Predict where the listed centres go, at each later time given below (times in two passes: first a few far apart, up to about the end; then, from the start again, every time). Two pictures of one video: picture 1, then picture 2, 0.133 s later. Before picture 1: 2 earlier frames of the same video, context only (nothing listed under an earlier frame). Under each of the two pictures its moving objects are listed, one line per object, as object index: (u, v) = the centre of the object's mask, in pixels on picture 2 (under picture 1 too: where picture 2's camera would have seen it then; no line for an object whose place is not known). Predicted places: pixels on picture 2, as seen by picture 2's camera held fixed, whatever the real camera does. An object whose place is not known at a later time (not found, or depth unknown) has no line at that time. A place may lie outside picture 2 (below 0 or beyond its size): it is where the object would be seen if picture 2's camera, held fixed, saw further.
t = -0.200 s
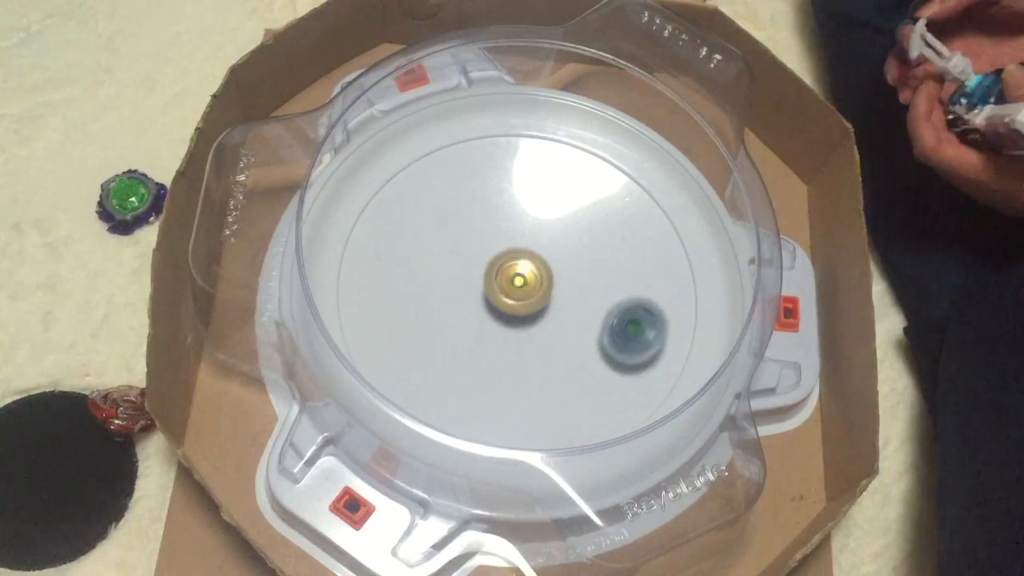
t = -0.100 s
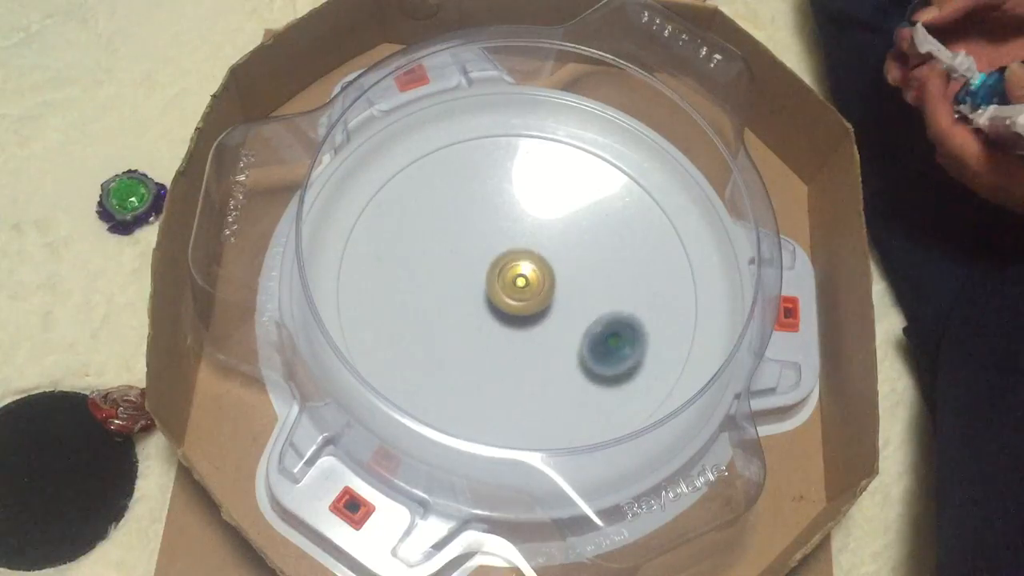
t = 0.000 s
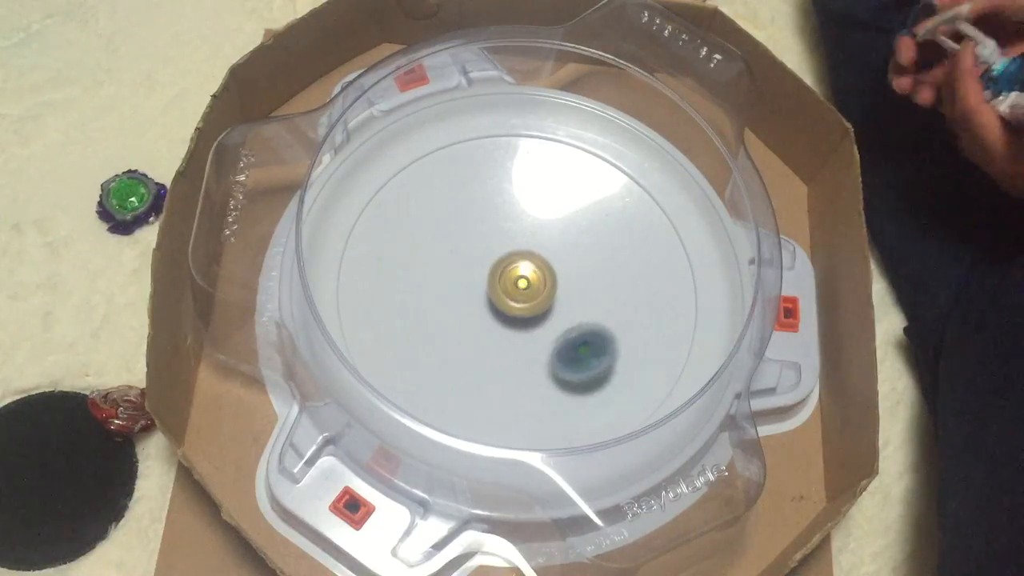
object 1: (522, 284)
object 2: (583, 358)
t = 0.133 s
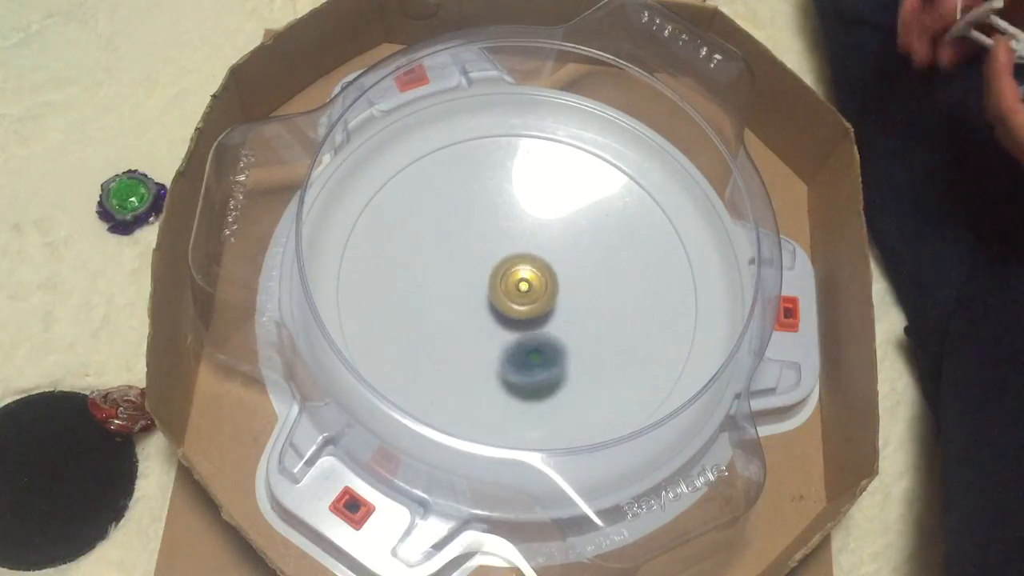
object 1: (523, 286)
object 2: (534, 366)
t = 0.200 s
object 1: (523, 288)
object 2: (507, 367)
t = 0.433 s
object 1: (521, 292)
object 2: (431, 346)
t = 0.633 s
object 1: (518, 293)
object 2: (416, 301)
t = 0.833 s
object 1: (516, 292)
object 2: (439, 248)
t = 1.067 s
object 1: (518, 289)
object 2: (495, 205)
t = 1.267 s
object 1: (520, 289)
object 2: (550, 210)
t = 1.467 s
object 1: (522, 290)
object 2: (596, 250)
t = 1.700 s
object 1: (522, 290)
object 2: (615, 317)
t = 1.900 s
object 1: (522, 290)
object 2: (581, 363)
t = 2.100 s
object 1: (521, 289)
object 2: (519, 379)
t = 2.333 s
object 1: (520, 287)
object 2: (451, 349)
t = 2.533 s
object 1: (521, 287)
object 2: (426, 294)
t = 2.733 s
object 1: (522, 287)
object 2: (442, 240)
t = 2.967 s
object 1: (523, 287)
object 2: (501, 210)
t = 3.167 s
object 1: (521, 289)
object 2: (559, 224)
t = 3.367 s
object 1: (519, 289)
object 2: (601, 268)
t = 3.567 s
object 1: (517, 289)
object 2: (601, 326)
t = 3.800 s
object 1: (517, 288)
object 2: (550, 372)
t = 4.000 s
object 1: (518, 287)
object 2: (487, 367)
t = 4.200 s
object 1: (520, 288)
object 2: (443, 324)
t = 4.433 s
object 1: (522, 289)
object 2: (442, 258)
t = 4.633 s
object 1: (523, 289)
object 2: (483, 221)
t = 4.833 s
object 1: (523, 291)
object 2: (539, 219)
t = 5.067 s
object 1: (522, 290)
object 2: (590, 262)
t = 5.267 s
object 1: (521, 289)
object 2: (592, 319)
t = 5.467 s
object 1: (521, 287)
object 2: (551, 362)
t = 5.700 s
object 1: (521, 286)
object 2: (482, 360)
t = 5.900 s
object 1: (521, 286)
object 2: (445, 317)
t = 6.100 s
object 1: (521, 287)
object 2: (449, 262)
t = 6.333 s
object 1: (521, 288)
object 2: (501, 224)
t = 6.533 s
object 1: (520, 288)
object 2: (557, 234)
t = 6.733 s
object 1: (519, 288)
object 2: (588, 278)
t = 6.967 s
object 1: (519, 287)
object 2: (568, 339)
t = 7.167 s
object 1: (519, 287)
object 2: (515, 361)
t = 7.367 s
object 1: (520, 287)
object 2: (463, 336)
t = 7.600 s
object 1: (520, 289)
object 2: (449, 277)
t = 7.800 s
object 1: (520, 289)
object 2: (483, 237)
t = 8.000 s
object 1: (520, 290)
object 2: (538, 234)
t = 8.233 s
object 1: (510, 295)
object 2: (588, 274)
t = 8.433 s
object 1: (507, 293)
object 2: (578, 323)
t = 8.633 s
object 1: (510, 285)
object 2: (532, 352)
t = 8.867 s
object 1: (525, 281)
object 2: (474, 328)
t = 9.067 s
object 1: (535, 286)
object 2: (466, 276)
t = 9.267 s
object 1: (532, 296)
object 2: (505, 237)
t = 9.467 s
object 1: (520, 298)
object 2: (552, 243)
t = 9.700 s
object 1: (506, 284)
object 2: (575, 295)
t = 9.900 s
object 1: (507, 273)
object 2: (537, 346)
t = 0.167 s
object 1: (523, 287)
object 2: (520, 367)
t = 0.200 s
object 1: (523, 288)
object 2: (507, 367)
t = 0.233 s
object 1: (523, 289)
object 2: (494, 366)
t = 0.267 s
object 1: (523, 289)
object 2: (481, 365)
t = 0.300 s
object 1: (523, 290)
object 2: (469, 363)
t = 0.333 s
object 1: (522, 291)
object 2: (458, 360)
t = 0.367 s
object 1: (522, 291)
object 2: (447, 356)
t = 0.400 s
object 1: (521, 292)
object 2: (439, 351)
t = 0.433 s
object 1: (521, 292)
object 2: (431, 346)
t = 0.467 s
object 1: (521, 292)
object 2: (425, 340)
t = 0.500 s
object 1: (520, 293)
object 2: (421, 333)
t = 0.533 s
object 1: (520, 293)
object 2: (418, 325)
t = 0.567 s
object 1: (519, 293)
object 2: (416, 318)
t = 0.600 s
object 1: (518, 293)
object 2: (416, 309)
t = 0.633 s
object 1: (518, 293)
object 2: (416, 301)
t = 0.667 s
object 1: (518, 293)
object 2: (419, 292)
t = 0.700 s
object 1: (517, 293)
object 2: (421, 283)
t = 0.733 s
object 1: (517, 292)
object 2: (425, 275)
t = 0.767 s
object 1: (517, 292)
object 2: (429, 265)
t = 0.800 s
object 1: (516, 292)
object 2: (434, 257)
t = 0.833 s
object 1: (516, 292)
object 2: (439, 248)
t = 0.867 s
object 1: (516, 291)
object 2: (446, 240)
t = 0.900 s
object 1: (517, 291)
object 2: (453, 232)
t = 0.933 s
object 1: (516, 290)
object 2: (460, 225)
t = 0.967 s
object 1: (517, 290)
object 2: (468, 219)
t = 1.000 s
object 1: (517, 290)
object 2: (477, 213)
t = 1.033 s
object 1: (517, 289)
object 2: (486, 209)
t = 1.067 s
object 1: (518, 289)
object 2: (495, 205)
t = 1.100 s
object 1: (518, 289)
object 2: (504, 203)
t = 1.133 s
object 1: (519, 289)
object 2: (514, 202)
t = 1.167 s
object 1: (519, 289)
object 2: (522, 202)
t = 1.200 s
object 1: (520, 288)
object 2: (532, 203)
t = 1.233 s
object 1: (520, 288)
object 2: (541, 206)
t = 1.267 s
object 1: (520, 289)
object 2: (550, 210)
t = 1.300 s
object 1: (521, 289)
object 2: (559, 215)
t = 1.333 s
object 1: (521, 289)
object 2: (567, 221)
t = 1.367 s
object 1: (522, 289)
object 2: (575, 226)
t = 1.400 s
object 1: (522, 289)
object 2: (583, 234)
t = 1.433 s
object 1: (522, 289)
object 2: (590, 241)
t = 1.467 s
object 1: (522, 290)
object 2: (596, 250)
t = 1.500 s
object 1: (522, 290)
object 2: (602, 260)
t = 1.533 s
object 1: (523, 290)
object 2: (607, 268)
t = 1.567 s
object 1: (523, 290)
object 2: (611, 278)
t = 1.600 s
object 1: (522, 290)
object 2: (614, 288)
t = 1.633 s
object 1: (522, 290)
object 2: (616, 298)
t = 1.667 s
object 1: (523, 290)
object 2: (616, 308)
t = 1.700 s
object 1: (522, 290)
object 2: (615, 317)
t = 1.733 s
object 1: (522, 290)
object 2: (612, 326)
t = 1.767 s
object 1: (522, 290)
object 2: (608, 335)
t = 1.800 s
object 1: (522, 290)
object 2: (603, 343)
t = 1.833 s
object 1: (522, 290)
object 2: (597, 351)
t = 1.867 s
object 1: (522, 290)
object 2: (589, 357)
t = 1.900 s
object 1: (522, 290)
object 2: (581, 363)
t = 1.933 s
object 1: (522, 290)
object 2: (572, 369)
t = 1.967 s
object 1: (522, 289)
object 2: (562, 373)
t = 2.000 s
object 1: (522, 289)
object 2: (551, 376)
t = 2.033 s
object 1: (521, 289)
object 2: (541, 378)
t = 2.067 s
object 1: (521, 289)
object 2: (530, 380)
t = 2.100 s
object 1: (521, 289)
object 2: (519, 379)
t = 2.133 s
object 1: (521, 289)
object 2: (508, 379)
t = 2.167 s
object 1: (520, 288)
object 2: (497, 376)
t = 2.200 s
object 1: (520, 288)
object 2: (486, 373)
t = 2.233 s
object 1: (520, 288)
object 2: (477, 369)
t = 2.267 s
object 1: (520, 288)
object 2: (467, 363)
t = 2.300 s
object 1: (520, 288)
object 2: (459, 356)
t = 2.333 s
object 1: (520, 287)
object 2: (451, 349)
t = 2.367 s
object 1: (520, 287)
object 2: (445, 341)
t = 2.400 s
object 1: (521, 287)
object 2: (439, 332)
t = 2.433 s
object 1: (520, 287)
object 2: (434, 323)
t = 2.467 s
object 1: (520, 287)
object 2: (430, 314)
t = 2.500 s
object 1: (520, 287)
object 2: (428, 304)
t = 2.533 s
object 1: (521, 287)
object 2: (426, 294)
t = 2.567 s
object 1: (521, 287)
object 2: (426, 284)
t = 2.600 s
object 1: (521, 287)
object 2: (428, 275)
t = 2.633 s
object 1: (521, 287)
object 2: (429, 265)
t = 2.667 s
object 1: (522, 287)
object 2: (433, 257)
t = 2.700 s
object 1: (522, 287)
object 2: (437, 248)
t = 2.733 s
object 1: (522, 287)
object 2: (442, 240)
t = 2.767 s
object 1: (522, 287)
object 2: (448, 233)
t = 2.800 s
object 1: (522, 287)
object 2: (455, 227)
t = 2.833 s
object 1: (522, 287)
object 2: (463, 221)
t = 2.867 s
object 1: (522, 287)
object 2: (472, 217)
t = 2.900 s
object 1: (522, 287)
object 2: (481, 214)
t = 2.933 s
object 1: (522, 287)
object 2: (491, 211)
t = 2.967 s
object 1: (523, 287)
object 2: (501, 210)
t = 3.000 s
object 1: (522, 287)
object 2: (511, 210)
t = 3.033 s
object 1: (522, 288)
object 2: (521, 211)
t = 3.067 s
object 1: (522, 288)
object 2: (531, 213)
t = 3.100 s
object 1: (522, 288)
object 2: (540, 216)
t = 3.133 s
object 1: (522, 289)
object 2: (550, 220)
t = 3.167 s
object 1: (521, 289)
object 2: (559, 224)
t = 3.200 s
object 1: (521, 289)
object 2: (569, 230)
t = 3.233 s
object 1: (520, 289)
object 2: (576, 236)
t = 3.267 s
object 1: (520, 289)
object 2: (584, 243)
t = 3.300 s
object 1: (520, 289)
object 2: (591, 251)
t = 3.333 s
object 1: (519, 289)
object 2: (597, 260)
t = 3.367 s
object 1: (519, 289)
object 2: (601, 268)
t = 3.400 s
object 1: (519, 289)
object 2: (605, 278)
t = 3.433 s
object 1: (518, 289)
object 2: (607, 287)
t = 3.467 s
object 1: (518, 289)
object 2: (607, 297)
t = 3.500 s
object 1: (518, 289)
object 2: (606, 307)
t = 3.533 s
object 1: (517, 289)
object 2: (605, 316)
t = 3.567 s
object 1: (517, 289)
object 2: (601, 326)
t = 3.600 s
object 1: (517, 289)
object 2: (597, 335)
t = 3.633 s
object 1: (517, 289)
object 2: (592, 343)
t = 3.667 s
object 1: (517, 288)
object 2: (585, 351)
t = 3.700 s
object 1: (516, 288)
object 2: (577, 358)
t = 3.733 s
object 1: (516, 288)
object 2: (569, 363)
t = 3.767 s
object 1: (517, 288)
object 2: (560, 368)
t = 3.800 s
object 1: (517, 288)
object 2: (550, 372)
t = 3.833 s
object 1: (517, 288)
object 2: (540, 375)
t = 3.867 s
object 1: (517, 288)
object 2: (529, 376)
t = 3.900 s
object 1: (517, 287)
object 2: (518, 376)
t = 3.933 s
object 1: (517, 288)
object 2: (508, 374)
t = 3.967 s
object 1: (517, 288)
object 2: (497, 371)
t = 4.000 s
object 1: (518, 287)
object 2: (487, 367)
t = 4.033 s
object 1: (518, 287)
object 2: (478, 362)
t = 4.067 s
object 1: (518, 288)
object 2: (469, 356)
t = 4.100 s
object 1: (519, 288)
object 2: (461, 349)
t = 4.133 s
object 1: (519, 288)
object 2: (455, 342)
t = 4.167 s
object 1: (520, 288)
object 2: (448, 334)
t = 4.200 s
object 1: (520, 288)
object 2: (443, 324)
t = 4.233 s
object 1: (520, 288)
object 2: (439, 315)
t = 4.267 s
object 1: (521, 288)
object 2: (436, 305)
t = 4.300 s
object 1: (521, 288)
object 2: (435, 296)
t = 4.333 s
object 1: (521, 288)
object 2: (435, 286)
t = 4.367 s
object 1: (522, 288)
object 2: (436, 277)
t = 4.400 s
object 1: (522, 288)
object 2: (438, 267)
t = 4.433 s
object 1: (522, 289)
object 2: (442, 258)
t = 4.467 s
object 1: (523, 289)
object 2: (446, 250)
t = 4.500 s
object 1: (523, 289)
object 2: (451, 242)
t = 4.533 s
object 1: (523, 289)
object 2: (458, 236)
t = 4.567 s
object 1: (523, 289)
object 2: (466, 230)
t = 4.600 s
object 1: (523, 289)
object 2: (473, 225)
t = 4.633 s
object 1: (523, 289)
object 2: (483, 221)
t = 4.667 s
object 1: (523, 290)
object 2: (492, 217)
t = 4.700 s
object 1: (524, 290)
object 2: (501, 215)
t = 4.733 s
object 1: (523, 290)
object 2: (511, 214)
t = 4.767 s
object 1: (523, 290)
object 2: (520, 215)
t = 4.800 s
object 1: (523, 291)
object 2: (530, 216)
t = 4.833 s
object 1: (523, 291)
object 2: (539, 219)
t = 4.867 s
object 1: (523, 290)
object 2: (548, 222)
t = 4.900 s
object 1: (523, 290)
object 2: (556, 227)
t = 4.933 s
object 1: (523, 290)
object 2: (565, 232)
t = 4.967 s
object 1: (523, 290)
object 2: (572, 238)
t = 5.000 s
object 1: (522, 291)
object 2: (579, 246)
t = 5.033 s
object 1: (522, 291)
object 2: (585, 254)
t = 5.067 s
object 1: (522, 290)
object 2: (590, 262)
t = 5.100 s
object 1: (522, 290)
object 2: (593, 271)
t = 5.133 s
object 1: (521, 290)
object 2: (595, 281)
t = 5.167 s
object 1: (521, 289)
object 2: (596, 290)
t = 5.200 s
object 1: (521, 289)
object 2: (596, 301)
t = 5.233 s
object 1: (521, 289)
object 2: (594, 310)
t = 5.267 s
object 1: (521, 289)
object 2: (592, 319)
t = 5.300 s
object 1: (521, 288)
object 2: (587, 329)
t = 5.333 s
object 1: (521, 288)
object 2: (582, 337)
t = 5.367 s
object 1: (521, 288)
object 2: (576, 345)
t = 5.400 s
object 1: (521, 287)
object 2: (568, 352)
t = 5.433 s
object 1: (521, 287)
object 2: (560, 357)
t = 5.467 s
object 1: (521, 287)
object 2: (551, 362)
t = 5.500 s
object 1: (521, 287)
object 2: (541, 366)
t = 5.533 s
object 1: (521, 287)
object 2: (532, 368)
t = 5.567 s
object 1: (521, 287)
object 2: (522, 369)
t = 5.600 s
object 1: (521, 286)
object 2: (511, 369)
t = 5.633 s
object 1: (521, 286)
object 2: (501, 368)
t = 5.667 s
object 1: (521, 286)
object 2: (492, 365)
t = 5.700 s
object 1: (521, 286)
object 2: (482, 360)
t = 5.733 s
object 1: (521, 286)
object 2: (474, 356)
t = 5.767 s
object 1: (521, 286)
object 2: (466, 349)
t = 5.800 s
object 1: (522, 286)
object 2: (459, 341)
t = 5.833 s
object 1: (522, 286)
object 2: (453, 333)
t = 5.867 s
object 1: (521, 286)
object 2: (448, 325)
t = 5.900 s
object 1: (521, 286)
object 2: (445, 317)
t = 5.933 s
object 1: (521, 286)
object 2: (442, 307)
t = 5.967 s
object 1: (521, 286)
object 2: (441, 298)
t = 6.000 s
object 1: (521, 286)
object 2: (441, 288)
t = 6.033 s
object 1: (521, 286)
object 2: (442, 279)
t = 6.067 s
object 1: (521, 286)
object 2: (445, 270)
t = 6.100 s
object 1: (521, 287)
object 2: (449, 262)
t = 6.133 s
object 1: (521, 287)
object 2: (455, 254)
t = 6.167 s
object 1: (521, 287)
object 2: (460, 246)
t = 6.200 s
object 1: (521, 287)
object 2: (467, 241)
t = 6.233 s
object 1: (521, 287)
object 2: (475, 235)
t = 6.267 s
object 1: (521, 287)
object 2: (483, 230)
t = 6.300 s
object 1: (521, 287)
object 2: (492, 226)
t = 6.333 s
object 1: (521, 288)
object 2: (501, 224)
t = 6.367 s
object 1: (521, 288)
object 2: (511, 222)
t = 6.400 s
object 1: (520, 288)
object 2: (520, 223)
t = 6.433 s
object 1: (520, 288)
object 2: (530, 224)
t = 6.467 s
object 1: (520, 288)
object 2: (539, 226)
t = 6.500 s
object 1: (520, 288)
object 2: (548, 229)
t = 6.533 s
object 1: (520, 288)
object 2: (557, 234)
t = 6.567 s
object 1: (520, 287)
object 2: (565, 239)
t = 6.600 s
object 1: (519, 288)
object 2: (571, 246)
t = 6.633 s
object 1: (519, 288)
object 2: (577, 253)
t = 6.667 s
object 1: (519, 288)
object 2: (582, 261)
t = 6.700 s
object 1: (519, 288)
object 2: (586, 270)
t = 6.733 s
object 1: (519, 288)
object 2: (588, 278)
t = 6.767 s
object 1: (519, 287)
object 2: (589, 288)
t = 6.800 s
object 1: (519, 287)
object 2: (588, 297)
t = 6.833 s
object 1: (519, 287)
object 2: (586, 307)
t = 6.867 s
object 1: (519, 287)
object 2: (584, 315)
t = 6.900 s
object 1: (519, 287)
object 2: (580, 324)
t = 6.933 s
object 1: (519, 287)
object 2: (575, 332)
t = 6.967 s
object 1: (519, 287)
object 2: (568, 339)
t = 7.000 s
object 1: (519, 287)
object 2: (561, 346)
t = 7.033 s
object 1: (519, 287)
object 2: (553, 352)
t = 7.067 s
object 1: (519, 287)
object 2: (544, 355)
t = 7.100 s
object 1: (519, 287)
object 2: (534, 359)
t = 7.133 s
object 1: (519, 287)
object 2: (525, 360)
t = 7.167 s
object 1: (519, 287)
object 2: (515, 361)
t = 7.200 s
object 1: (519, 287)
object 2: (505, 359)
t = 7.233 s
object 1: (519, 287)
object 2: (495, 357)
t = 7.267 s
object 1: (520, 287)
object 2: (487, 354)
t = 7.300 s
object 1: (520, 288)
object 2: (478, 349)
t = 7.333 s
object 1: (520, 288)
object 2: (470, 343)
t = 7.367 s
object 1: (520, 287)
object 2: (463, 336)
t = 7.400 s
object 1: (520, 288)
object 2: (458, 329)
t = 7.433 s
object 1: (520, 288)
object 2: (453, 320)
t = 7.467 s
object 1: (520, 288)
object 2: (449, 312)
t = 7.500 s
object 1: (520, 288)
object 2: (447, 303)
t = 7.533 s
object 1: (520, 289)
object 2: (447, 294)
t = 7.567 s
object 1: (520, 289)
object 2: (447, 285)
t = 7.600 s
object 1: (520, 289)
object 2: (449, 277)
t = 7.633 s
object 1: (520, 289)
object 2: (452, 269)
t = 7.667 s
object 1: (520, 289)
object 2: (457, 261)
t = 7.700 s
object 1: (520, 289)
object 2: (461, 254)
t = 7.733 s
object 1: (520, 289)
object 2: (467, 248)
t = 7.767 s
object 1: (520, 289)
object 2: (475, 242)
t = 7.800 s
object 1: (520, 289)
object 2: (483, 237)
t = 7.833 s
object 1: (520, 289)
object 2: (492, 234)
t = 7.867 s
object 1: (520, 289)
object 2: (501, 231)
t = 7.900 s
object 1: (520, 289)
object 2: (511, 230)
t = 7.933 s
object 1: (520, 289)
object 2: (520, 230)
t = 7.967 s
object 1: (520, 289)
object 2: (530, 231)
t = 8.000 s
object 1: (520, 290)
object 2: (538, 234)
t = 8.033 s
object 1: (520, 289)
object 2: (548, 238)
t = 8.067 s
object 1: (519, 289)
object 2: (556, 243)
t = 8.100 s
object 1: (517, 292)
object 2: (564, 248)
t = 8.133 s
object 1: (513, 293)
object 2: (573, 253)
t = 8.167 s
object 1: (512, 294)
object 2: (580, 260)
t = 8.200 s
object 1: (511, 294)
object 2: (584, 266)
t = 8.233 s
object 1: (510, 295)
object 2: (588, 274)
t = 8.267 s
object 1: (509, 295)
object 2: (590, 282)
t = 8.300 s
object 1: (509, 295)
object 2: (590, 290)
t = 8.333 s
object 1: (508, 295)
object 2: (589, 299)
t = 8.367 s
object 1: (508, 294)
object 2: (587, 307)
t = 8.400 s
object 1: (508, 294)
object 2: (583, 316)
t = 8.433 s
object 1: (507, 293)
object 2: (578, 323)
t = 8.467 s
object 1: (508, 292)
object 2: (572, 330)
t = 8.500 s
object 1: (508, 291)
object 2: (564, 336)
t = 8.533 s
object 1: (508, 290)
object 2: (557, 341)
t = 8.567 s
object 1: (509, 289)
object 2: (548, 345)
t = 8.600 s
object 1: (509, 286)
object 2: (540, 349)
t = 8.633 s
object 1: (510, 285)
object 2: (532, 352)
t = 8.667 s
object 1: (511, 284)
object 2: (523, 352)
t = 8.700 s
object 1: (512, 283)
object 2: (513, 351)
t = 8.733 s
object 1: (513, 282)
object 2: (504, 349)
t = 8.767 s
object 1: (515, 282)
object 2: (496, 346)
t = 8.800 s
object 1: (518, 281)
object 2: (488, 341)
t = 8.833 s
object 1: (522, 282)
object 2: (479, 335)
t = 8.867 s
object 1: (525, 281)
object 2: (474, 328)
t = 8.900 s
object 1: (527, 281)
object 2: (468, 321)
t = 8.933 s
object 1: (529, 281)
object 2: (465, 311)
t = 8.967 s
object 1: (531, 282)
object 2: (463, 303)
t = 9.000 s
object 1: (532, 283)
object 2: (463, 294)
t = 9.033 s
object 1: (533, 285)
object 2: (463, 285)
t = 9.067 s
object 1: (535, 286)
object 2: (466, 276)
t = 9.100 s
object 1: (535, 287)
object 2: (469, 267)
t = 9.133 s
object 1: (536, 289)
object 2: (474, 260)
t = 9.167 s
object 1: (535, 291)
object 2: (480, 252)
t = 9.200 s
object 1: (534, 293)
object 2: (488, 246)
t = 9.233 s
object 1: (533, 294)
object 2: (496, 241)
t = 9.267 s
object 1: (532, 296)
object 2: (505, 237)
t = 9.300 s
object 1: (531, 297)
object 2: (512, 235)
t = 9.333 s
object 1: (529, 297)
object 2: (520, 234)
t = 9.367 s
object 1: (527, 298)
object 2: (529, 234)
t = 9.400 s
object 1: (525, 298)
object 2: (537, 236)
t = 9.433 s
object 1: (522, 298)
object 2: (544, 238)
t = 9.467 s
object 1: (520, 298)
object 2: (552, 243)
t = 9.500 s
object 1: (518, 297)
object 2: (558, 248)
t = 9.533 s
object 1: (517, 295)
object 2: (563, 254)
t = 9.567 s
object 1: (515, 293)
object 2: (568, 261)
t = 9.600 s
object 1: (515, 291)
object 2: (571, 268)
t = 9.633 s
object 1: (513, 290)
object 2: (573, 277)
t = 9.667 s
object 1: (510, 286)
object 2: (575, 286)
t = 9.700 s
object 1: (506, 284)
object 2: (575, 295)
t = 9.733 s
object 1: (505, 282)
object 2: (573, 305)
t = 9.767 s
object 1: (505, 280)
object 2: (569, 315)
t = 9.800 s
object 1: (504, 278)
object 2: (562, 324)
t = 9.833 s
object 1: (505, 276)
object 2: (554, 333)
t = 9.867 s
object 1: (505, 274)
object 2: (547, 340)
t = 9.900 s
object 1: (507, 273)
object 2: (537, 346)
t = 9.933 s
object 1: (508, 272)
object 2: (527, 350)
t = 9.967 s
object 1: (510, 271)
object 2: (516, 353)
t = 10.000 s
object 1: (512, 271)
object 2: (505, 354)
